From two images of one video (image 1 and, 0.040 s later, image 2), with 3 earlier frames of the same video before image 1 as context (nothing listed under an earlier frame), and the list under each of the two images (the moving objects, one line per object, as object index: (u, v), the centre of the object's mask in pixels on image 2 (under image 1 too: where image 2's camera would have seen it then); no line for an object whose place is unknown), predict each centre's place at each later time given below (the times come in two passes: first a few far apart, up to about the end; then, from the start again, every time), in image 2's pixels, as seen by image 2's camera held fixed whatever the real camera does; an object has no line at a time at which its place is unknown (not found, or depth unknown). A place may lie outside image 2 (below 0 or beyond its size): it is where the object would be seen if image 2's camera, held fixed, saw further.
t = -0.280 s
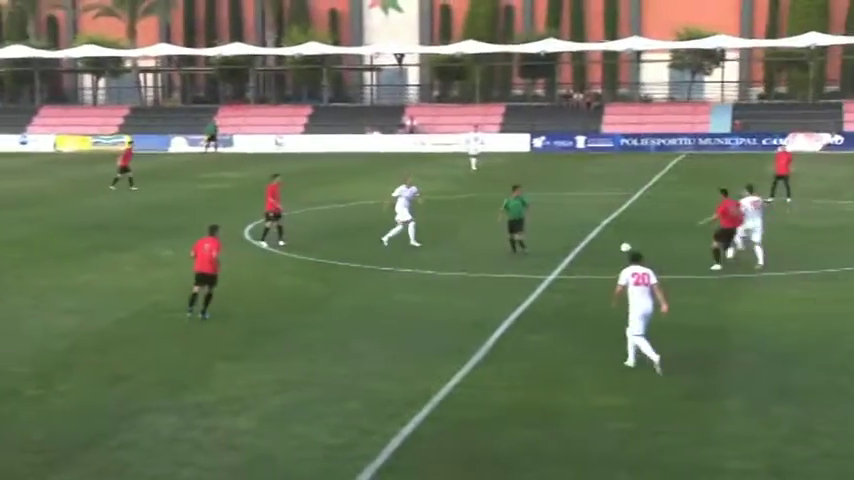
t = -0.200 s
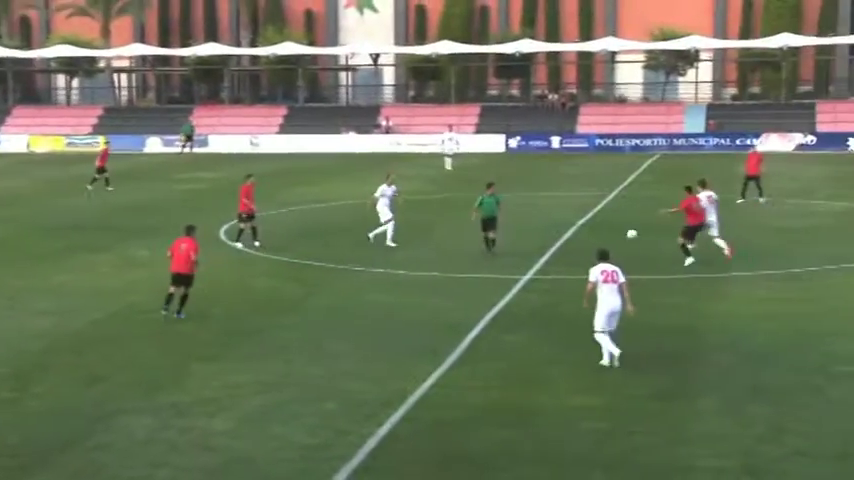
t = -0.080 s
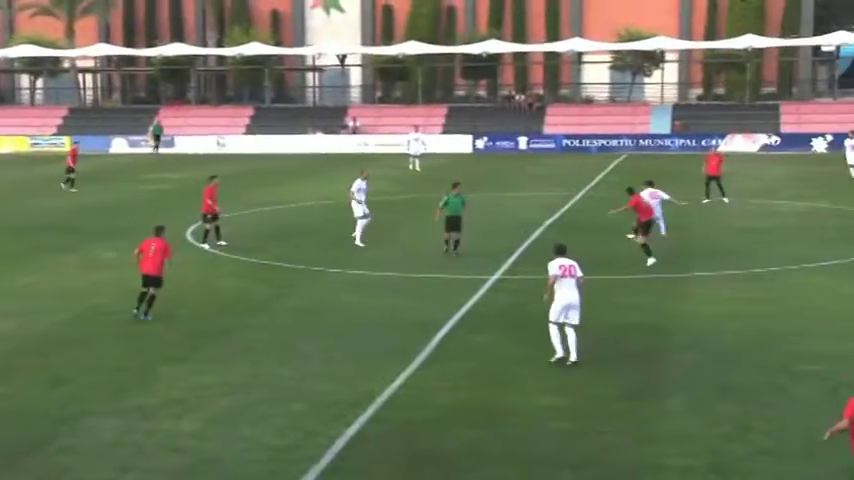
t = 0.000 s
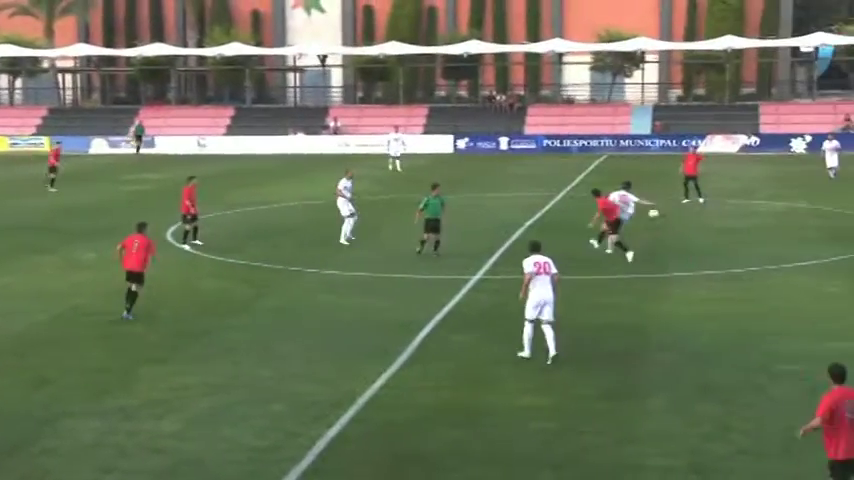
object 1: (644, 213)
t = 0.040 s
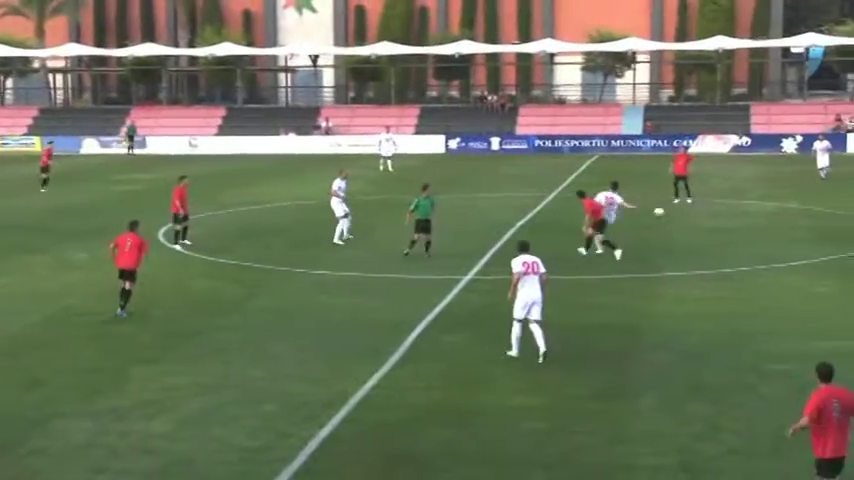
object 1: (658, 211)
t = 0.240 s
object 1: (725, 212)
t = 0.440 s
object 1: (786, 229)
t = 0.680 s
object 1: (846, 224)
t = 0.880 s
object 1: (891, 219)
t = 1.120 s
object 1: (938, 232)
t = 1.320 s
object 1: (975, 225)
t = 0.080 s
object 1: (672, 210)
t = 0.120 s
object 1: (686, 210)
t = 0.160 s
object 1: (699, 210)
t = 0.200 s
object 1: (712, 210)
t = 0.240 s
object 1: (725, 212)
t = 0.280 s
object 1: (738, 214)
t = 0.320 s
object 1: (750, 216)
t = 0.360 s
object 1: (763, 220)
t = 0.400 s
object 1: (775, 224)
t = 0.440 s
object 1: (786, 229)
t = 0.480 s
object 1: (797, 234)
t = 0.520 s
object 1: (809, 240)
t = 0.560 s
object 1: (817, 236)
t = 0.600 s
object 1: (828, 231)
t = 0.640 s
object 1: (837, 227)
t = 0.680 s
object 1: (846, 224)
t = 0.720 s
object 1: (855, 222)
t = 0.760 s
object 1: (864, 221)
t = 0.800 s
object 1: (873, 219)
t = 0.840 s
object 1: (882, 219)
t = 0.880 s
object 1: (891, 219)
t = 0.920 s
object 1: (899, 221)
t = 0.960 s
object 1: (908, 223)
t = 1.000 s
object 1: (916, 225)
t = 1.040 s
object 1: (923, 227)
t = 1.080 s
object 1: (931, 231)
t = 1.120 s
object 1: (938, 232)
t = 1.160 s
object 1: (946, 230)
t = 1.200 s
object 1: (953, 227)
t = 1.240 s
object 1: (961, 225)
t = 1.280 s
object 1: (968, 225)
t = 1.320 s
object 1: (975, 225)
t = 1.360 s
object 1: (982, 225)
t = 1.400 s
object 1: (989, 226)
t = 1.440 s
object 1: (996, 228)
